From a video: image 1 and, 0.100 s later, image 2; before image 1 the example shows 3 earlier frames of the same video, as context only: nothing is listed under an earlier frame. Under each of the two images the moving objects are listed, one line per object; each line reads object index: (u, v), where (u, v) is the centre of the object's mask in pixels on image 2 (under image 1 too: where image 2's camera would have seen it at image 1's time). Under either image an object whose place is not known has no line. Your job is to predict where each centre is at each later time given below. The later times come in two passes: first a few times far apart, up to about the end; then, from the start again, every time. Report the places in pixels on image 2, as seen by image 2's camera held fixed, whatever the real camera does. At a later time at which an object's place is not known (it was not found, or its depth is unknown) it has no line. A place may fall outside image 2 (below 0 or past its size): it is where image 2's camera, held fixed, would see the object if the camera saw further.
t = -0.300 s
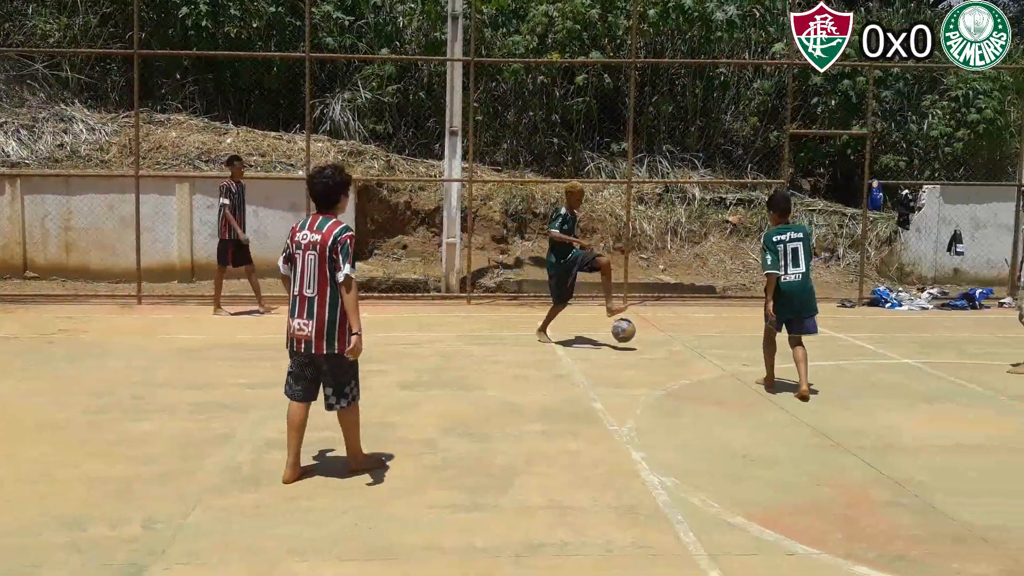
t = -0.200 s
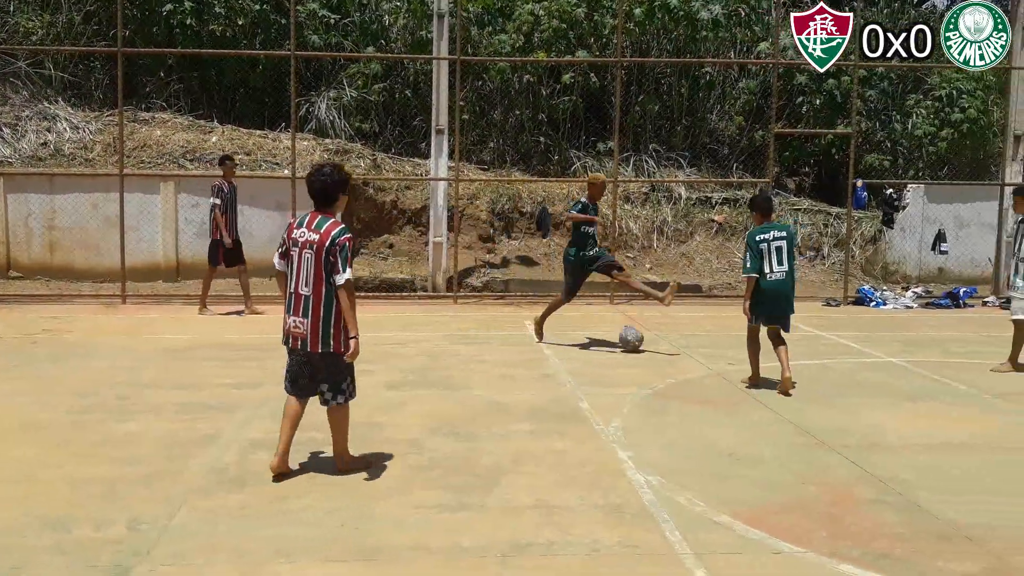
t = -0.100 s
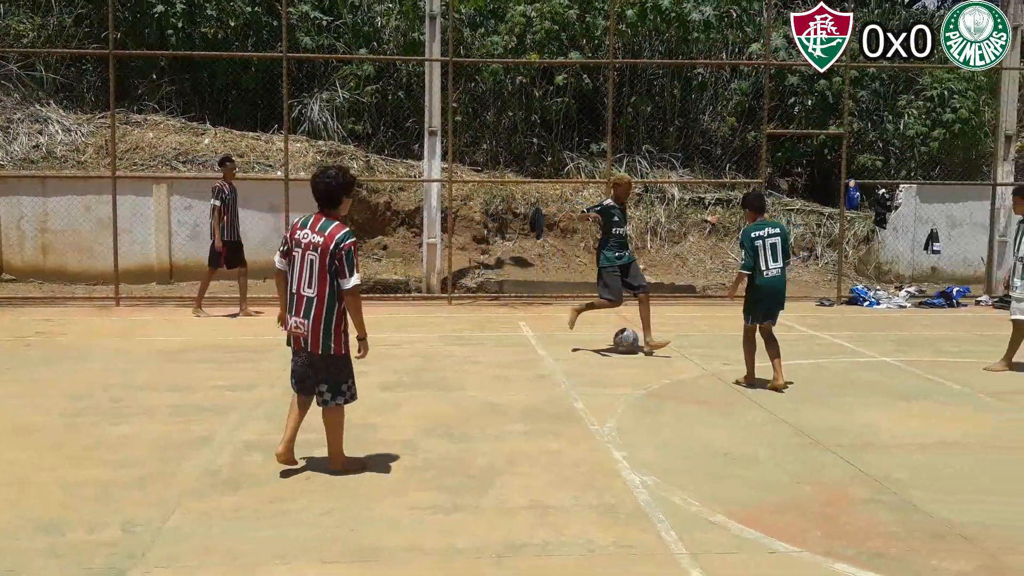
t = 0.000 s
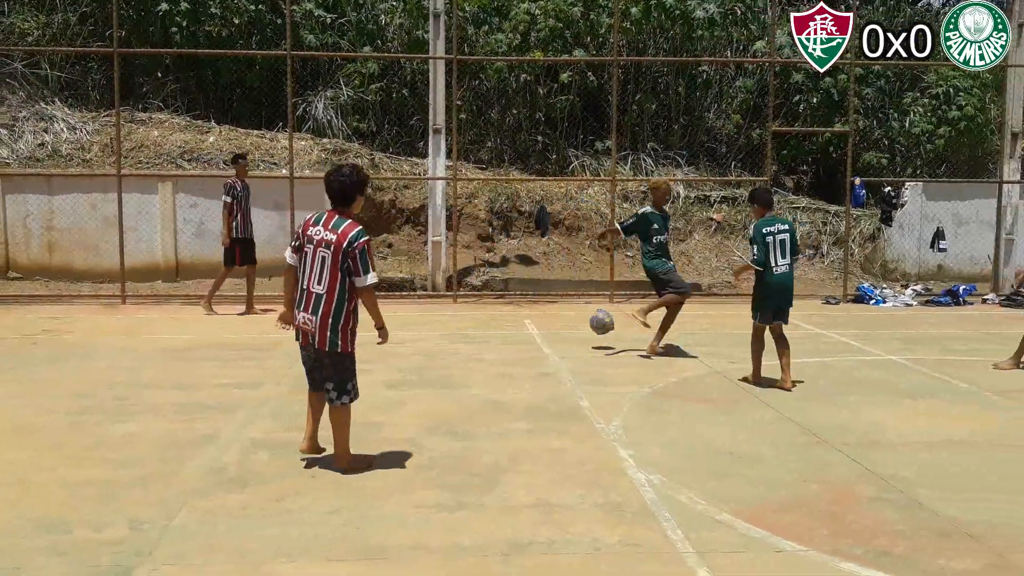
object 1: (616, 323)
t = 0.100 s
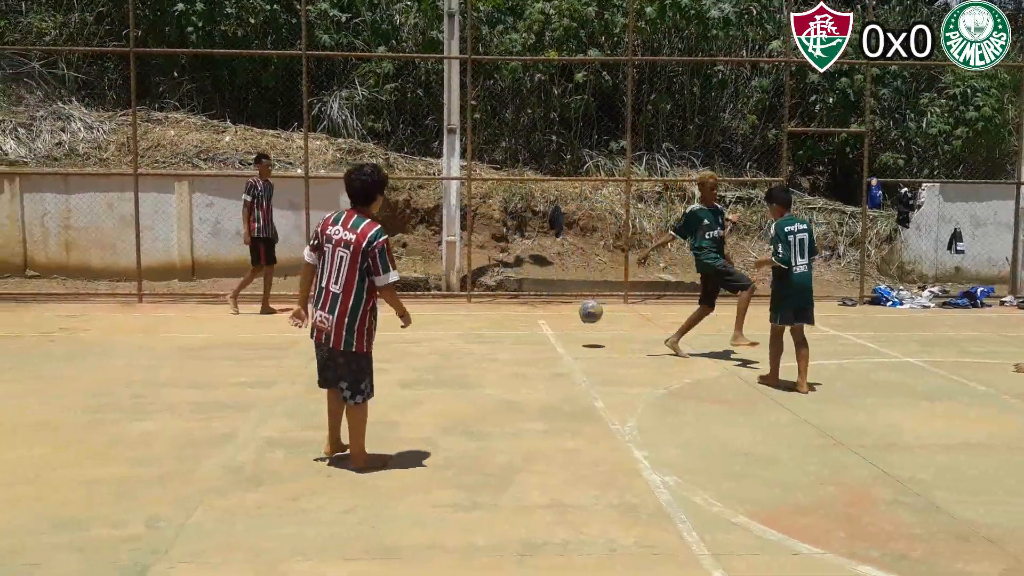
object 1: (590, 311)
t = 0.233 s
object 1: (559, 312)
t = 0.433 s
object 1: (513, 321)
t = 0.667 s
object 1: (464, 314)
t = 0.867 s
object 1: (424, 312)
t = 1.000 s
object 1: (400, 313)
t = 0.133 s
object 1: (582, 310)
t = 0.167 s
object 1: (574, 310)
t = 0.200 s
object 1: (566, 310)
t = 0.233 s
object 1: (559, 312)
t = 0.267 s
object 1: (551, 316)
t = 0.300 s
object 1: (543, 320)
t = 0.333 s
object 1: (535, 325)
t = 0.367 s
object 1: (528, 331)
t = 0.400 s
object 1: (520, 327)
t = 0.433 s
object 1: (513, 321)
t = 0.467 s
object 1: (506, 317)
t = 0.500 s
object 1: (498, 313)
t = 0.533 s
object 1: (492, 311)
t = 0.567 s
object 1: (485, 310)
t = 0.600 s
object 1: (477, 311)
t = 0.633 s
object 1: (470, 312)
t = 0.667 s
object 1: (464, 314)
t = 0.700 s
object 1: (457, 319)
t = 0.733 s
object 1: (451, 323)
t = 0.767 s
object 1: (444, 324)
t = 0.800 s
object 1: (437, 319)
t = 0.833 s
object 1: (431, 316)
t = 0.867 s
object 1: (424, 312)
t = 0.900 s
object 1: (418, 312)
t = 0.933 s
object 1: (412, 312)
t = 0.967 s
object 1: (406, 312)
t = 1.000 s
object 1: (400, 313)
